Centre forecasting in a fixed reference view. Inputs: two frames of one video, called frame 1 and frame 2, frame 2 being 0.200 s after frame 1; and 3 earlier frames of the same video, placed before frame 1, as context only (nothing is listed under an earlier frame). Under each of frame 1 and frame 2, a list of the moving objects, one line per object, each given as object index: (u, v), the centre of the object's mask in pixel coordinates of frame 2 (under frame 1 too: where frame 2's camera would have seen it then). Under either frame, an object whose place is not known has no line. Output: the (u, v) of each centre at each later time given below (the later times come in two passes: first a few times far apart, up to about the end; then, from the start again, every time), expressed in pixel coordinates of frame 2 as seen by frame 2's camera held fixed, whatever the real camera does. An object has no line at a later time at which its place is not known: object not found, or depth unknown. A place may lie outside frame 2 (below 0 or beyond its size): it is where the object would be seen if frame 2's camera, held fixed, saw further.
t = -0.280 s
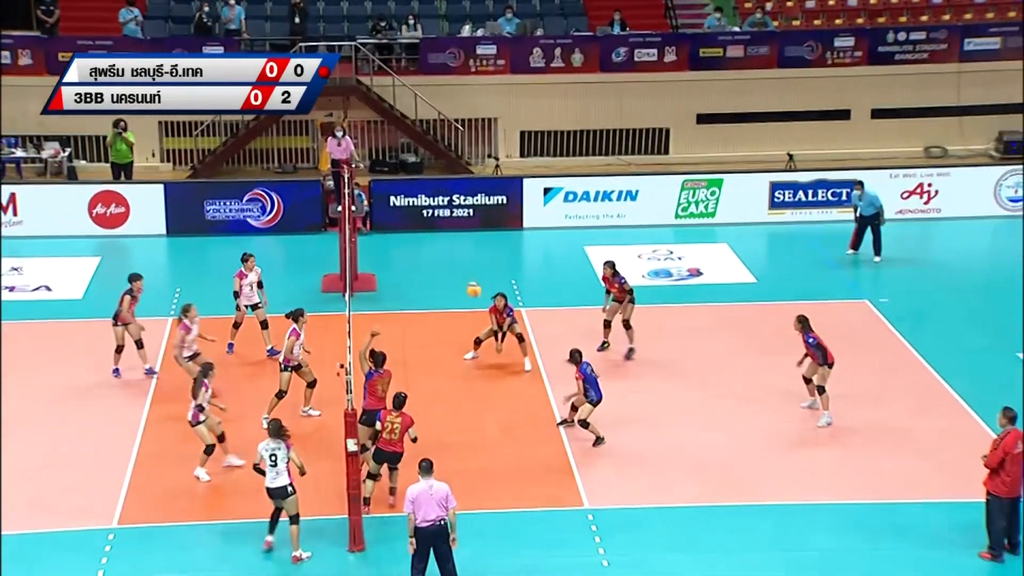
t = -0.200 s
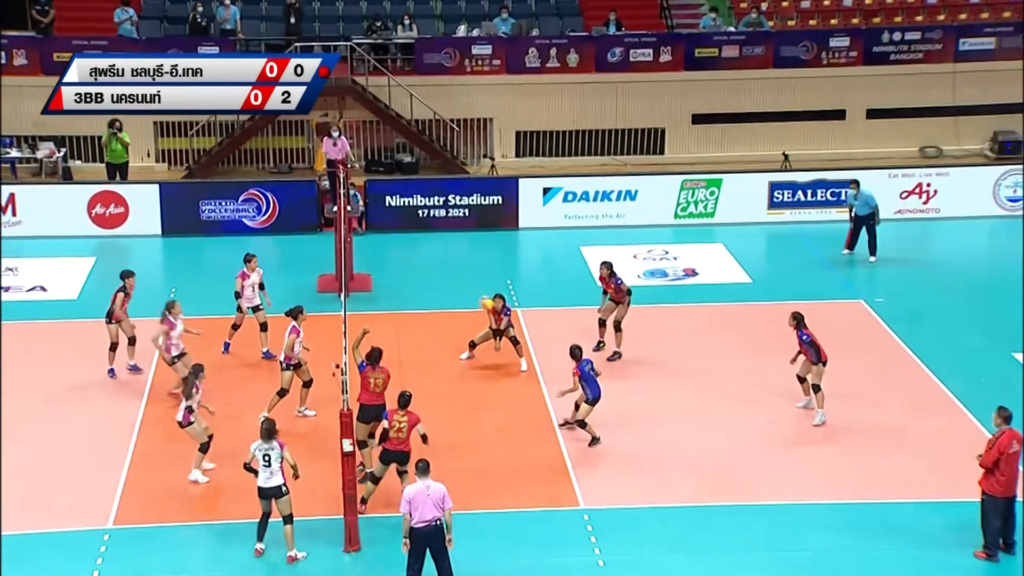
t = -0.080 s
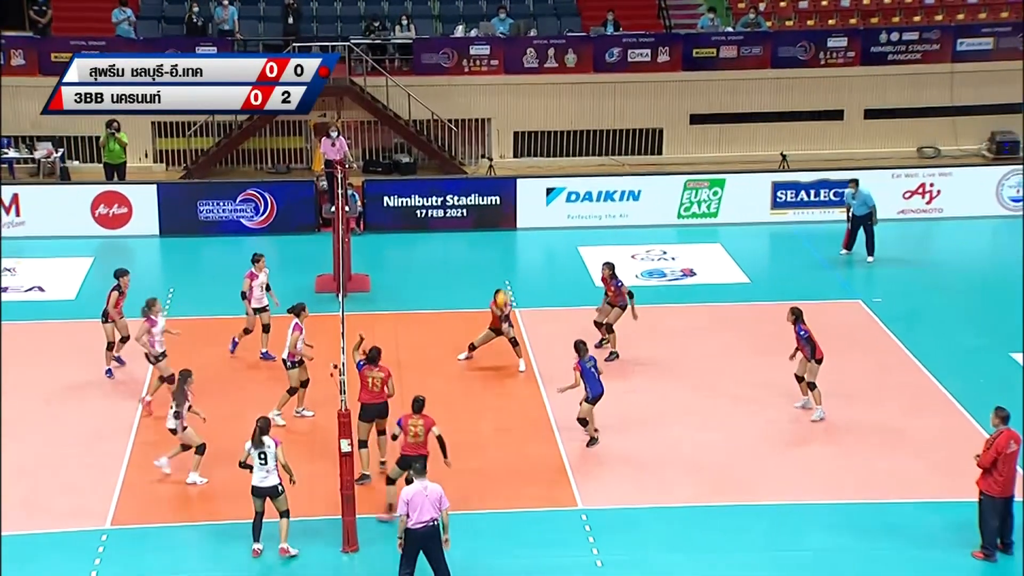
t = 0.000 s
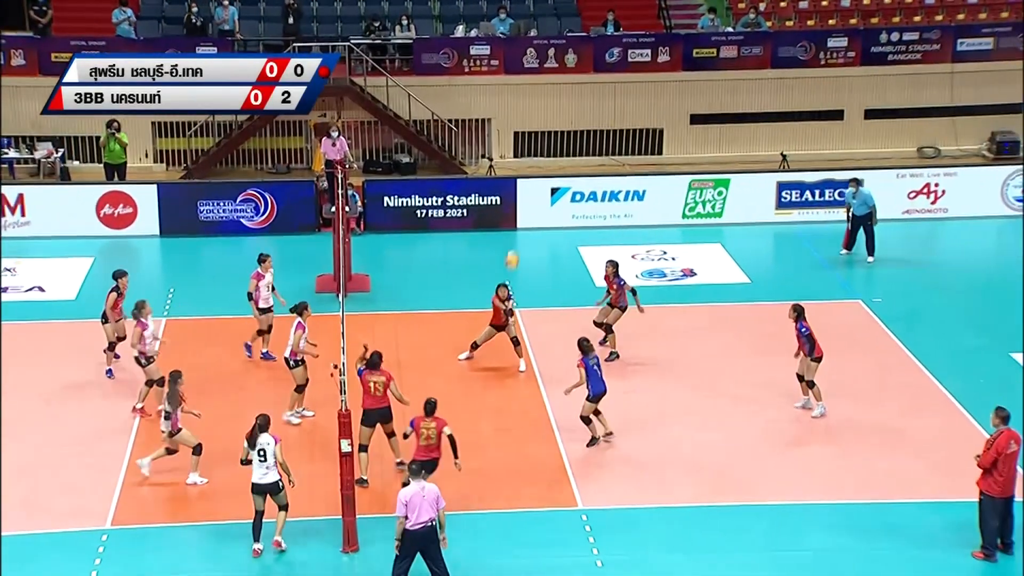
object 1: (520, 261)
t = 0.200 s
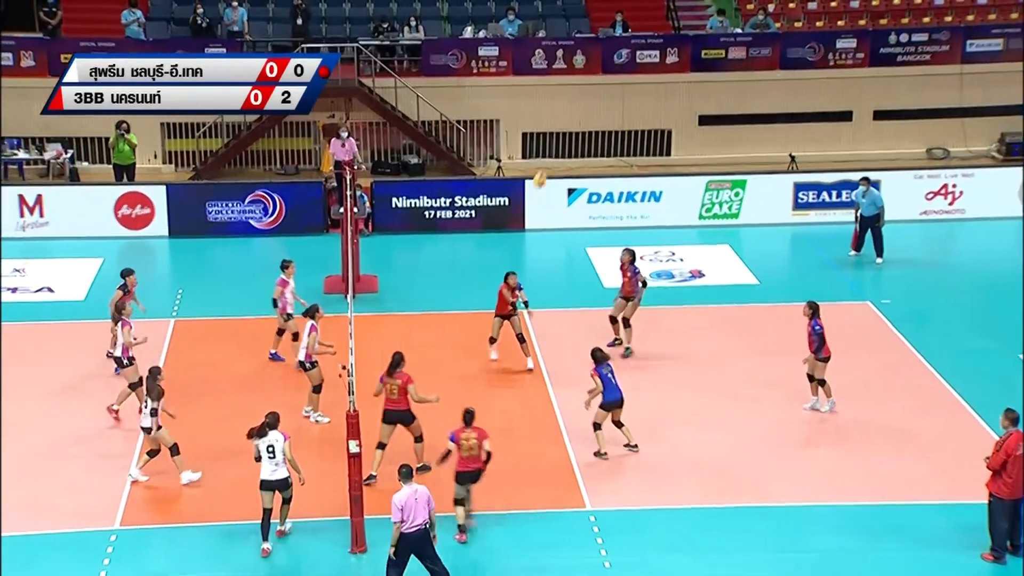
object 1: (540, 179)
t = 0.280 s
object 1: (548, 154)
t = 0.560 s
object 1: (578, 95)
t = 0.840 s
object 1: (607, 87)
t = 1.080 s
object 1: (633, 123)
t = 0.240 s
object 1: (543, 165)
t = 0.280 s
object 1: (548, 154)
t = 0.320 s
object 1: (552, 144)
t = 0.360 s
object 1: (556, 133)
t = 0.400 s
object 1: (560, 122)
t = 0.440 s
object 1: (566, 114)
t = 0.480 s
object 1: (569, 108)
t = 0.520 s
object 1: (573, 100)
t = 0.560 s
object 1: (578, 95)
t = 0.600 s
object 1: (583, 90)
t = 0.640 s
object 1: (587, 88)
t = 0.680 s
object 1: (590, 86)
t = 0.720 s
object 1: (596, 85)
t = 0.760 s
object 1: (599, 85)
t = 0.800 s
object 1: (603, 85)
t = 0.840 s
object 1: (607, 87)
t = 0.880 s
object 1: (612, 91)
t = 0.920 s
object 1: (616, 94)
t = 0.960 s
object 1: (620, 99)
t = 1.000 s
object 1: (624, 105)
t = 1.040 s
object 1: (628, 113)
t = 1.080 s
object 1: (633, 123)
